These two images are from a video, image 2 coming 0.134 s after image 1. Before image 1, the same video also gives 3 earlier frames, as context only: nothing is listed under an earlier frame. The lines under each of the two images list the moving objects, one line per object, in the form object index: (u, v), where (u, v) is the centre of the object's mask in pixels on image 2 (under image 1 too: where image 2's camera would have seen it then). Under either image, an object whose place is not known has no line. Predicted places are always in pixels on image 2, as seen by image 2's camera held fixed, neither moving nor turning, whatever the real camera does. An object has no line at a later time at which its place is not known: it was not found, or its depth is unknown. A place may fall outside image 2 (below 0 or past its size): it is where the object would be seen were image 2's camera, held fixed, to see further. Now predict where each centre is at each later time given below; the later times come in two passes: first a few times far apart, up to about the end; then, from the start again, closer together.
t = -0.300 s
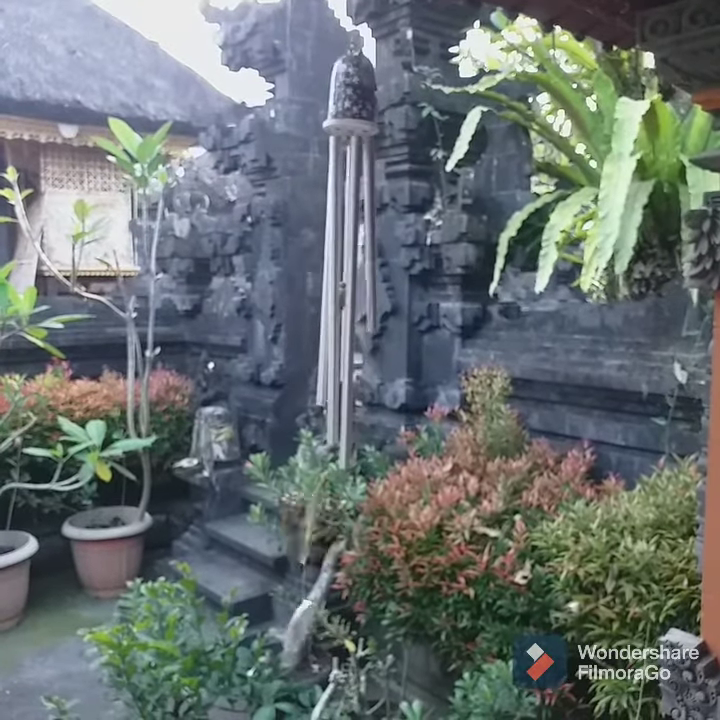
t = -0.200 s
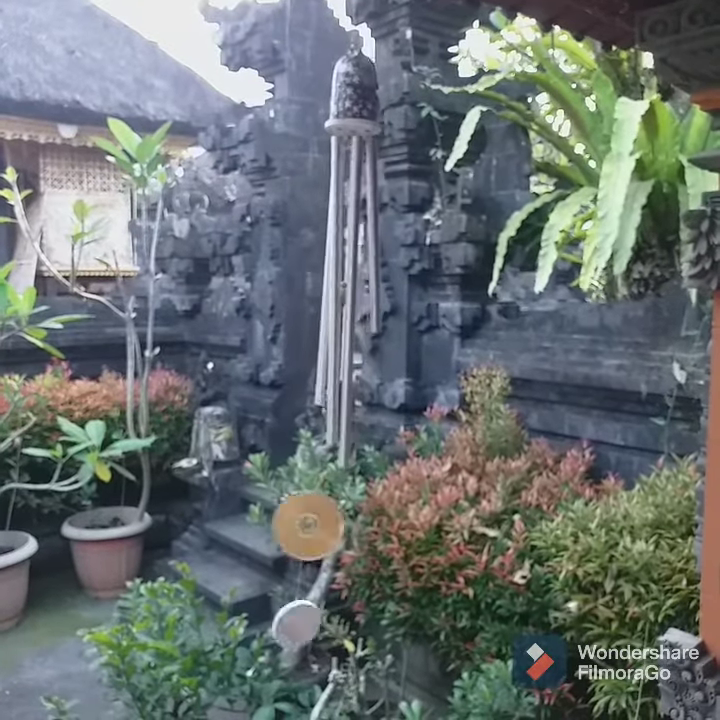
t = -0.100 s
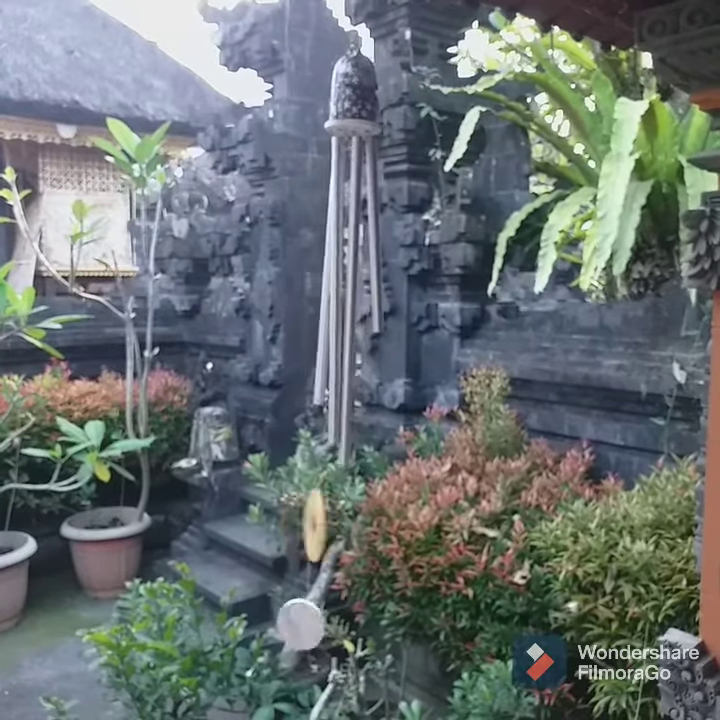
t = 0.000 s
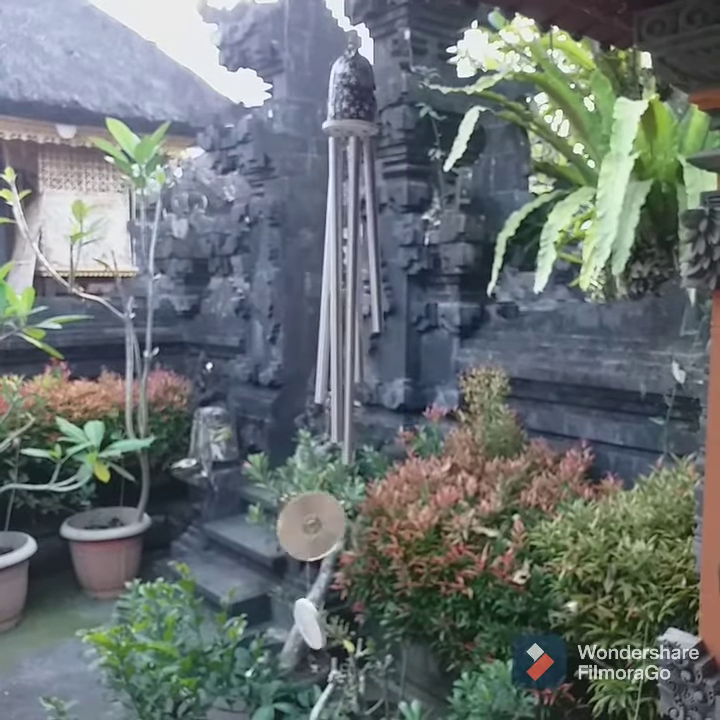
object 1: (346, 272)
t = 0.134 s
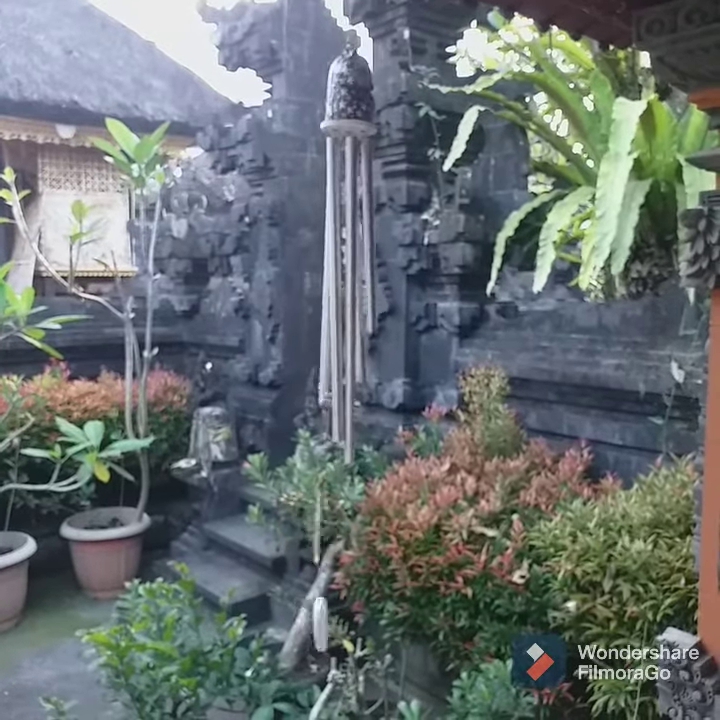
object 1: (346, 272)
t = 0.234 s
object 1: (346, 269)
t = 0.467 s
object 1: (344, 266)
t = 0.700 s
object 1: (342, 271)
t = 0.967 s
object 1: (339, 273)
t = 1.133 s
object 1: (337, 276)
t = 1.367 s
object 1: (339, 277)
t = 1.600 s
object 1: (344, 276)
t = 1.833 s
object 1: (347, 276)
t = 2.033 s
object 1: (350, 264)
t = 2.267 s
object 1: (348, 268)
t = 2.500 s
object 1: (344, 279)
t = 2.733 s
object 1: (338, 272)
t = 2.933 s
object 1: (334, 270)
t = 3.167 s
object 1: (335, 270)
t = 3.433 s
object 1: (344, 272)
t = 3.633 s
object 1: (350, 273)
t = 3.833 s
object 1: (351, 264)
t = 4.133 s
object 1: (342, 271)
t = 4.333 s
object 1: (335, 270)
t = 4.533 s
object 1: (334, 270)
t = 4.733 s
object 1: (337, 263)
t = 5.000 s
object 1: (344, 268)
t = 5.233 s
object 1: (347, 267)
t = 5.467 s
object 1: (345, 269)
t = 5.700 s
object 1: (342, 273)
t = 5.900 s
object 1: (337, 276)
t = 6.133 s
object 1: (337, 277)
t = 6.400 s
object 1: (346, 275)
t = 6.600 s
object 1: (349, 279)
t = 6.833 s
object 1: (349, 278)
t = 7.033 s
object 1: (348, 274)
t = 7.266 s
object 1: (343, 276)
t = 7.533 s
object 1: (343, 276)
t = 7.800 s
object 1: (341, 276)
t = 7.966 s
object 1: (341, 278)
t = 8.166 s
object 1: (345, 270)
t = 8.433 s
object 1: (349, 272)
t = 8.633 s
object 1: (351, 272)
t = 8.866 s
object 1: (348, 276)
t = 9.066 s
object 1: (345, 274)
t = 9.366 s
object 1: (340, 273)
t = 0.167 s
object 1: (346, 272)
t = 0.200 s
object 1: (346, 270)
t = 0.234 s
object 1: (346, 269)
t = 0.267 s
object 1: (346, 266)
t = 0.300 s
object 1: (345, 265)
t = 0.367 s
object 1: (344, 264)
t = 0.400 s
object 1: (344, 265)
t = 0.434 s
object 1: (344, 264)
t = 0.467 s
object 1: (344, 266)
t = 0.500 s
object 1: (343, 267)
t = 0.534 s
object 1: (343, 266)
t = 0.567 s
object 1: (343, 267)
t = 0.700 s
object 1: (342, 271)
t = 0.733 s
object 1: (341, 270)
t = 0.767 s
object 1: (340, 270)
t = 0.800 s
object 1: (340, 270)
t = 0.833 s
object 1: (339, 270)
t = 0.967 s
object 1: (339, 273)
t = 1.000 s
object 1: (338, 272)
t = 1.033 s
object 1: (338, 269)
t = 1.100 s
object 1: (337, 273)
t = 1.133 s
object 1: (337, 276)
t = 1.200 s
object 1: (337, 277)
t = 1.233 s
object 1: (337, 278)
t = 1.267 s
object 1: (337, 277)
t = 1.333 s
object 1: (338, 279)
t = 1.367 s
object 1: (339, 277)
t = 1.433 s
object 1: (340, 275)
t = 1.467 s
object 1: (341, 274)
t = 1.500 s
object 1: (342, 276)
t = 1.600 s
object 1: (344, 276)
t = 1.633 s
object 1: (344, 277)
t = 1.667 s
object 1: (344, 277)
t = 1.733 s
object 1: (345, 276)
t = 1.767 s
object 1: (346, 276)
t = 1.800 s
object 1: (346, 278)
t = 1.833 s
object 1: (347, 276)
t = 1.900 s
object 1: (348, 271)
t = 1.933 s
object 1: (348, 269)
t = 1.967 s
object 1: (349, 268)
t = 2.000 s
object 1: (349, 265)
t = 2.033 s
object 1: (350, 264)
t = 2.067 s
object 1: (350, 263)
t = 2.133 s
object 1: (349, 264)
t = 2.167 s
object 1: (349, 263)
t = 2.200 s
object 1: (349, 265)
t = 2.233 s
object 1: (348, 268)
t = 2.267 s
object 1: (348, 268)
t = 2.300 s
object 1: (348, 273)
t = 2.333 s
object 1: (347, 273)
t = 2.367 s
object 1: (347, 274)
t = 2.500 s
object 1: (344, 279)
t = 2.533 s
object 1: (343, 279)
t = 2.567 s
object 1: (343, 275)
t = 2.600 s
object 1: (342, 275)
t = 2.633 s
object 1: (341, 276)
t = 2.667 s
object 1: (340, 275)
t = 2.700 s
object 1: (339, 274)
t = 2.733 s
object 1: (338, 272)
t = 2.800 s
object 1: (336, 272)
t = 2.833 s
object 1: (336, 272)
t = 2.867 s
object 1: (335, 271)
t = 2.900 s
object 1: (334, 270)
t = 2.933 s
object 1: (334, 270)
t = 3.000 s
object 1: (333, 268)
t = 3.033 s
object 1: (333, 270)
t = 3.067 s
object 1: (333, 272)
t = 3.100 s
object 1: (334, 271)
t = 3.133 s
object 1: (334, 270)
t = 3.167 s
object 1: (335, 270)
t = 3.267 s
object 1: (337, 269)
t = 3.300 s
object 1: (339, 269)
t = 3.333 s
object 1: (340, 269)
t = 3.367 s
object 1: (341, 272)
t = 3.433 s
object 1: (344, 272)
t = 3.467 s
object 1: (345, 274)
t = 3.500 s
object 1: (347, 274)
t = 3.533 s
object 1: (348, 275)
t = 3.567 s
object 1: (348, 278)
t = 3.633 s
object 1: (350, 273)
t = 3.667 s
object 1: (351, 274)
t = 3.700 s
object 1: (352, 273)
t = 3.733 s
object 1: (351, 270)
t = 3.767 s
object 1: (351, 267)
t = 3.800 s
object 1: (351, 266)
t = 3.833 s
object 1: (351, 264)
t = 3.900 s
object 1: (349, 262)
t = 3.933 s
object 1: (348, 261)
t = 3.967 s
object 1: (347, 262)
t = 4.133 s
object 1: (342, 271)
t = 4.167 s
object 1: (341, 271)
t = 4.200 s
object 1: (340, 271)
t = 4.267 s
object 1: (337, 269)
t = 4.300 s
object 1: (336, 270)
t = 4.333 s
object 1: (335, 270)
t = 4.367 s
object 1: (335, 270)
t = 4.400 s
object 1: (335, 269)
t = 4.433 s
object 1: (334, 268)
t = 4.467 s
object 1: (334, 268)
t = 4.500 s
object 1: (334, 269)
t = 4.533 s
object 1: (334, 270)
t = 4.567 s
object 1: (334, 269)
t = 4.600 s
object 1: (334, 267)
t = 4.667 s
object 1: (335, 264)
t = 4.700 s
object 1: (336, 263)
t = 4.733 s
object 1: (337, 263)
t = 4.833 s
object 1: (340, 263)
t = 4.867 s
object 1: (340, 265)
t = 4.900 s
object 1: (341, 267)
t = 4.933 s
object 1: (342, 264)
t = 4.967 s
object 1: (343, 268)
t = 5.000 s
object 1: (344, 268)
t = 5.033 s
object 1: (344, 267)
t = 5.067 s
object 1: (345, 263)
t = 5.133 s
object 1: (346, 266)
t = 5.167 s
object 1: (347, 267)
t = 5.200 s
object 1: (347, 269)
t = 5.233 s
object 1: (347, 267)
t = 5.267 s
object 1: (346, 266)
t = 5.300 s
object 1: (346, 266)
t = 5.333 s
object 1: (346, 266)
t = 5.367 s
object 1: (346, 265)
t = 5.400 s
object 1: (345, 265)
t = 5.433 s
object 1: (346, 265)
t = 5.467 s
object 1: (345, 269)
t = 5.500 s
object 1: (345, 270)
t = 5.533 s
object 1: (344, 269)
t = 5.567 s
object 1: (344, 270)
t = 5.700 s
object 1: (342, 273)
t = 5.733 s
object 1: (341, 274)
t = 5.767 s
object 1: (340, 274)
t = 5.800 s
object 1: (339, 275)
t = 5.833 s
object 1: (338, 276)
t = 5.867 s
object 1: (338, 272)
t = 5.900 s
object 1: (337, 276)
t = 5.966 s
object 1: (337, 275)
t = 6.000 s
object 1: (336, 278)
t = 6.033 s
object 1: (336, 276)
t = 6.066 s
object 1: (336, 276)
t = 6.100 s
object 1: (336, 277)
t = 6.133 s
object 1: (337, 277)
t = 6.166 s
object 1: (338, 277)
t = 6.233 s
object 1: (340, 277)
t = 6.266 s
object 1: (342, 276)
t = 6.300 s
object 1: (343, 277)
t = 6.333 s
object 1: (344, 275)
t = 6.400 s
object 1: (346, 275)
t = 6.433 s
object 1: (347, 275)
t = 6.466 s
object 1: (347, 276)
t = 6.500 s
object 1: (348, 276)
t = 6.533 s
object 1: (348, 278)
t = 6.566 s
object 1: (348, 279)
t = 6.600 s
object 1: (349, 279)
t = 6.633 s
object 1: (349, 279)
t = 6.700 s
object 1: (350, 275)
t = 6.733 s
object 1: (349, 275)
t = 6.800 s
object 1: (349, 278)
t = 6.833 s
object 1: (349, 278)
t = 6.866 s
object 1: (349, 279)
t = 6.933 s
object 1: (348, 273)
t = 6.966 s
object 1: (348, 274)
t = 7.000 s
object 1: (348, 274)
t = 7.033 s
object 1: (348, 274)
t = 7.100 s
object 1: (346, 274)
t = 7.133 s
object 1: (346, 274)
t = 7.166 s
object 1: (344, 275)
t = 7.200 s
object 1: (343, 276)
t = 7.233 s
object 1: (343, 276)
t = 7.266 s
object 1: (343, 276)
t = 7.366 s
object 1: (341, 275)
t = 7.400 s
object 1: (342, 276)
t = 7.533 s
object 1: (343, 276)
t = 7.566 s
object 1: (343, 275)
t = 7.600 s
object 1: (343, 276)
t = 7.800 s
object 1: (341, 276)
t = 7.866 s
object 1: (341, 276)
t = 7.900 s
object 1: (341, 277)
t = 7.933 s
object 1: (341, 277)
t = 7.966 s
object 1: (341, 278)
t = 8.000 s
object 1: (342, 276)
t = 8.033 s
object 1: (343, 276)
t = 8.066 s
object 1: (344, 275)
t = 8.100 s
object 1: (345, 275)
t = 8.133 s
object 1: (345, 273)
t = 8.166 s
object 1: (345, 270)
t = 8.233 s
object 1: (346, 272)
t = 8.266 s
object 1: (346, 273)
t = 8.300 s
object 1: (347, 273)
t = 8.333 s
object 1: (348, 275)
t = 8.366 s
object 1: (348, 275)
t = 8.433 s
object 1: (349, 272)
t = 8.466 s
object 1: (350, 271)
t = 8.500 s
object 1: (350, 273)
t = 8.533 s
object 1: (351, 270)
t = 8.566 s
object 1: (351, 272)
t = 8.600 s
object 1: (351, 272)
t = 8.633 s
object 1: (351, 272)
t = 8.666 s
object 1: (351, 272)
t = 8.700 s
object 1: (351, 272)
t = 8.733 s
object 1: (350, 274)
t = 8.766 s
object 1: (349, 275)
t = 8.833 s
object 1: (348, 276)
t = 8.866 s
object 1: (348, 276)
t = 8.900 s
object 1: (347, 276)
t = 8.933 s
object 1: (347, 277)
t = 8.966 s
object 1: (346, 276)
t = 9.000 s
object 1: (346, 276)
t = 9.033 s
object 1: (345, 275)
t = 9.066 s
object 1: (345, 274)
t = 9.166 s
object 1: (344, 267)
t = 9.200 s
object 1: (344, 267)
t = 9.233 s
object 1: (343, 266)
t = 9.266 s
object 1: (340, 268)
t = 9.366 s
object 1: (340, 273)
